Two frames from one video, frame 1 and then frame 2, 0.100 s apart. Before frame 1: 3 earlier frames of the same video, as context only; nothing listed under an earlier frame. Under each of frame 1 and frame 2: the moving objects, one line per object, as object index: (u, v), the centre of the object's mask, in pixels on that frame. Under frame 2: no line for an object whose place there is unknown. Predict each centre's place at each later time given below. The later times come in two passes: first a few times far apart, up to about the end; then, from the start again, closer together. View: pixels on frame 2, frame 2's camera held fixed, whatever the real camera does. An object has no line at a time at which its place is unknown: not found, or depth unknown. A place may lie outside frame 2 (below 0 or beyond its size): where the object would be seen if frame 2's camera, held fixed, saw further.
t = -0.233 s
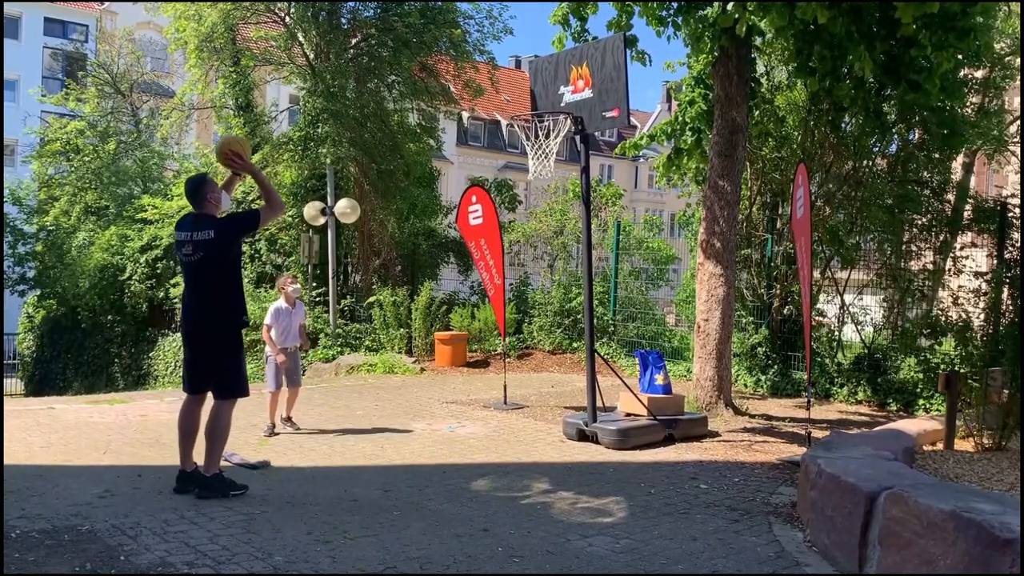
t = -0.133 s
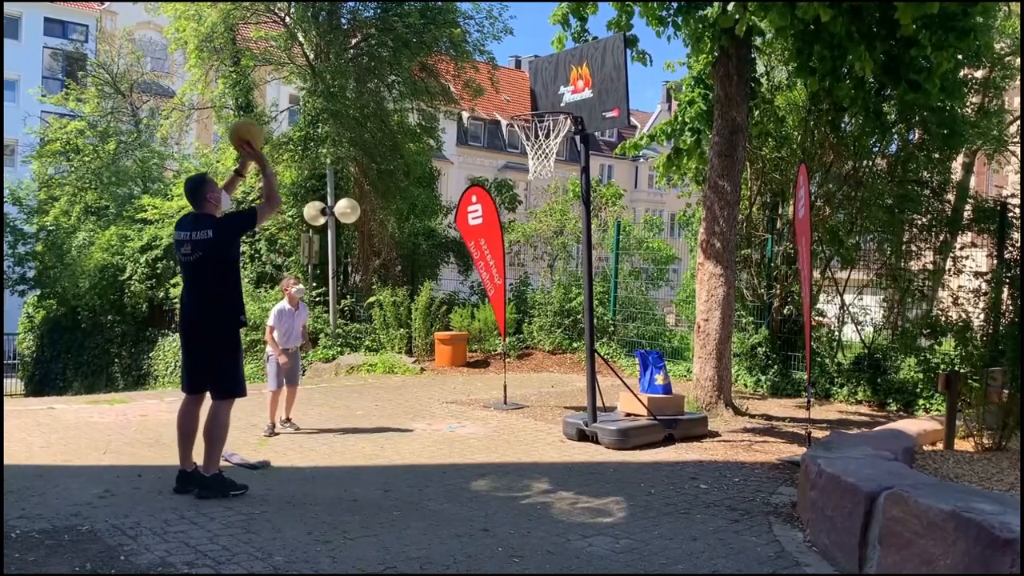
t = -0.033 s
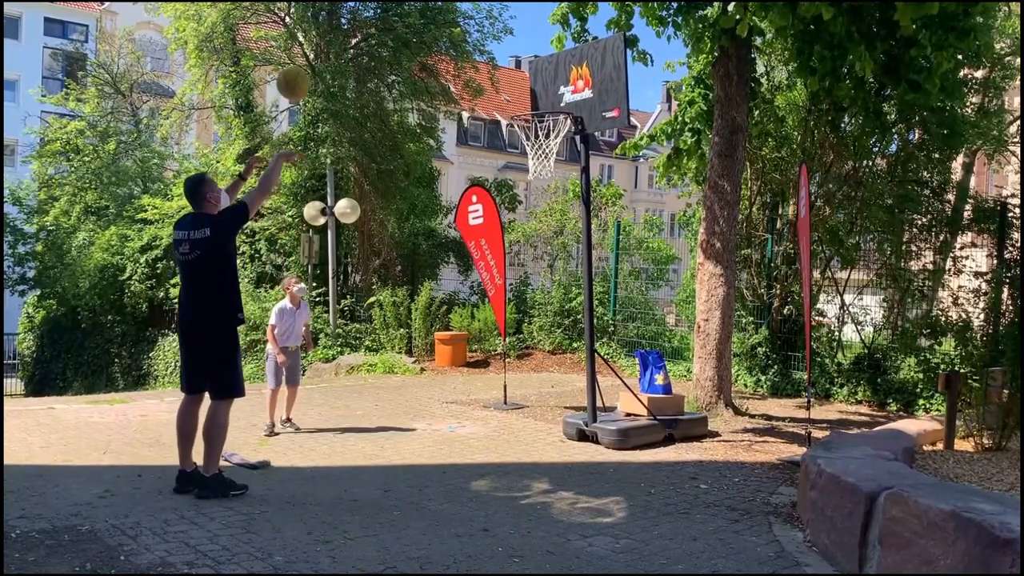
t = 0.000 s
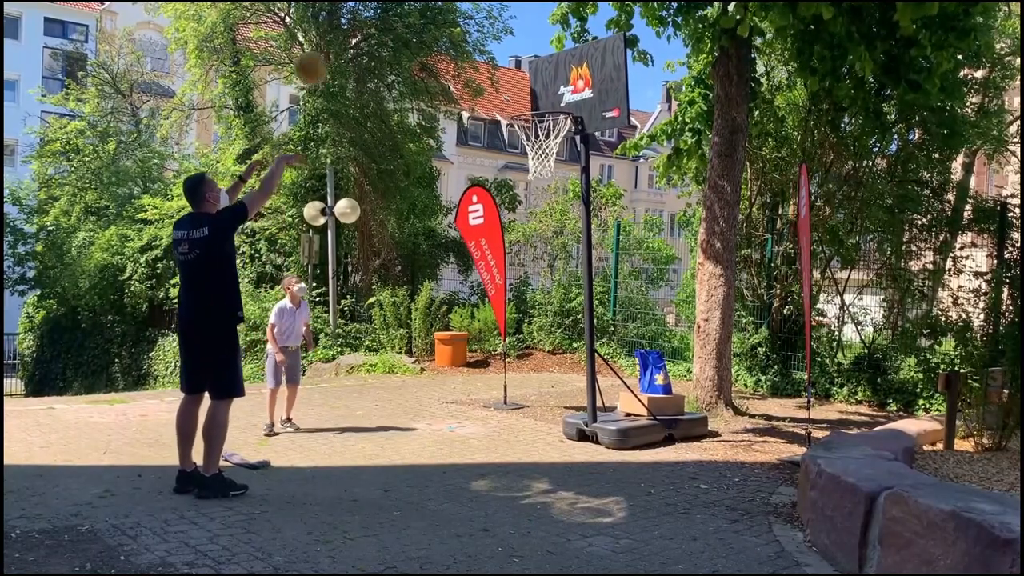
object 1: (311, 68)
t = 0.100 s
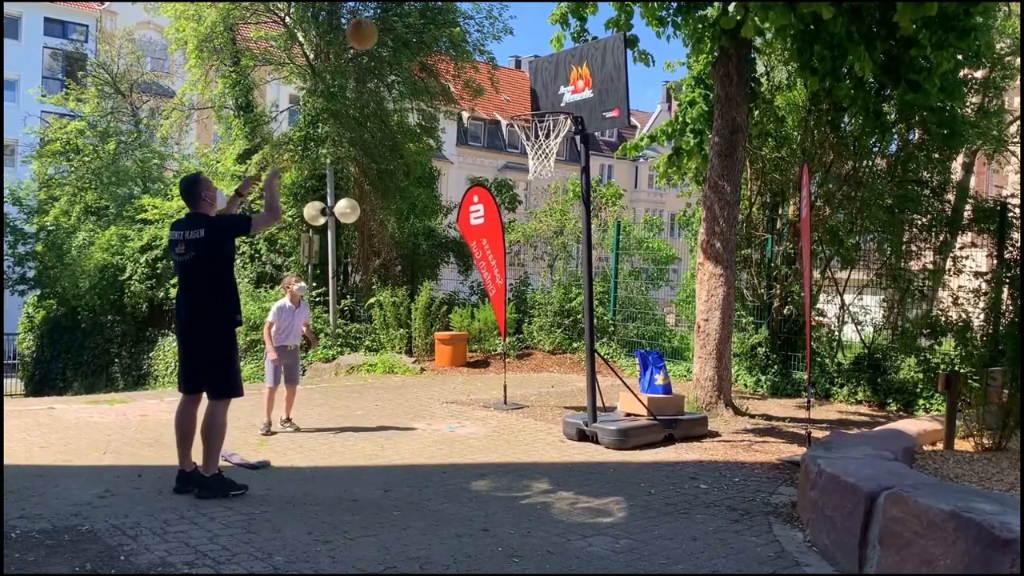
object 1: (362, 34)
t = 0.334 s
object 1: (463, 15)
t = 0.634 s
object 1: (566, 97)
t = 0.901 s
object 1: (568, 68)
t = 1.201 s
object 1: (563, 118)
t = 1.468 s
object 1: (568, 242)
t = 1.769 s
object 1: (572, 443)
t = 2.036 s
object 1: (588, 291)
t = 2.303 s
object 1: (597, 244)
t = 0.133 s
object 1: (378, 26)
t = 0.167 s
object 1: (393, 20)
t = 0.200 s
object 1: (408, 16)
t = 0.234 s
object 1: (422, 14)
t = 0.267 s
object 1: (435, 14)
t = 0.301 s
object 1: (449, 14)
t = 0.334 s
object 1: (463, 15)
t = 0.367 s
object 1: (475, 18)
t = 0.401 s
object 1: (488, 23)
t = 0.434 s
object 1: (500, 30)
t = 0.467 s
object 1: (511, 38)
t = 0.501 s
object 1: (523, 47)
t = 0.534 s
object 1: (534, 57)
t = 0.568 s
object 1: (545, 69)
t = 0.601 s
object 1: (555, 82)
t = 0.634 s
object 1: (566, 97)
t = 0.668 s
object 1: (573, 101)
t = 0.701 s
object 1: (575, 91)
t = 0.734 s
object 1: (574, 85)
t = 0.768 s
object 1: (573, 78)
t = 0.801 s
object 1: (572, 73)
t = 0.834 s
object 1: (571, 70)
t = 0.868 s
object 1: (569, 68)
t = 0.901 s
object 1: (568, 68)
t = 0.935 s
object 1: (568, 69)
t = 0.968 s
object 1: (567, 71)
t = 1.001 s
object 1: (565, 75)
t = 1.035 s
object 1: (564, 80)
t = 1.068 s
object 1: (562, 87)
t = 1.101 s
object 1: (561, 96)
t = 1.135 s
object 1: (560, 104)
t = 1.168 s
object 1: (561, 110)
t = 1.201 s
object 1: (563, 118)
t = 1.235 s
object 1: (563, 128)
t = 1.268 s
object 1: (564, 140)
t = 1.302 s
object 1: (564, 153)
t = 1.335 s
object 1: (566, 167)
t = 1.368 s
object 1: (566, 183)
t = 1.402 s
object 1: (566, 201)
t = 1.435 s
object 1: (567, 220)
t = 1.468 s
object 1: (568, 242)
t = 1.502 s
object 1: (568, 266)
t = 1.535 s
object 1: (567, 289)
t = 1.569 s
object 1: (568, 317)
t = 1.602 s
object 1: (568, 344)
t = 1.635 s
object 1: (568, 376)
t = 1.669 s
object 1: (568, 407)
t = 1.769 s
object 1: (572, 443)
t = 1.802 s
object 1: (574, 420)
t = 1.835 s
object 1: (575, 396)
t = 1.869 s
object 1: (577, 375)
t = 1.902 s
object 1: (578, 354)
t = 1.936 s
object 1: (582, 336)
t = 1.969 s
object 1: (586, 321)
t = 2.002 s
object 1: (587, 305)
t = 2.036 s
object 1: (588, 291)
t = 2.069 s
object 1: (589, 279)
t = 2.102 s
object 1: (590, 269)
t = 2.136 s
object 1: (592, 260)
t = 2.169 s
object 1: (593, 254)
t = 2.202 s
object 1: (595, 248)
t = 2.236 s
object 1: (596, 245)
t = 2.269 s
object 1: (596, 244)
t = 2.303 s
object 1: (597, 244)
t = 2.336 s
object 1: (598, 245)
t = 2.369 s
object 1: (599, 248)
